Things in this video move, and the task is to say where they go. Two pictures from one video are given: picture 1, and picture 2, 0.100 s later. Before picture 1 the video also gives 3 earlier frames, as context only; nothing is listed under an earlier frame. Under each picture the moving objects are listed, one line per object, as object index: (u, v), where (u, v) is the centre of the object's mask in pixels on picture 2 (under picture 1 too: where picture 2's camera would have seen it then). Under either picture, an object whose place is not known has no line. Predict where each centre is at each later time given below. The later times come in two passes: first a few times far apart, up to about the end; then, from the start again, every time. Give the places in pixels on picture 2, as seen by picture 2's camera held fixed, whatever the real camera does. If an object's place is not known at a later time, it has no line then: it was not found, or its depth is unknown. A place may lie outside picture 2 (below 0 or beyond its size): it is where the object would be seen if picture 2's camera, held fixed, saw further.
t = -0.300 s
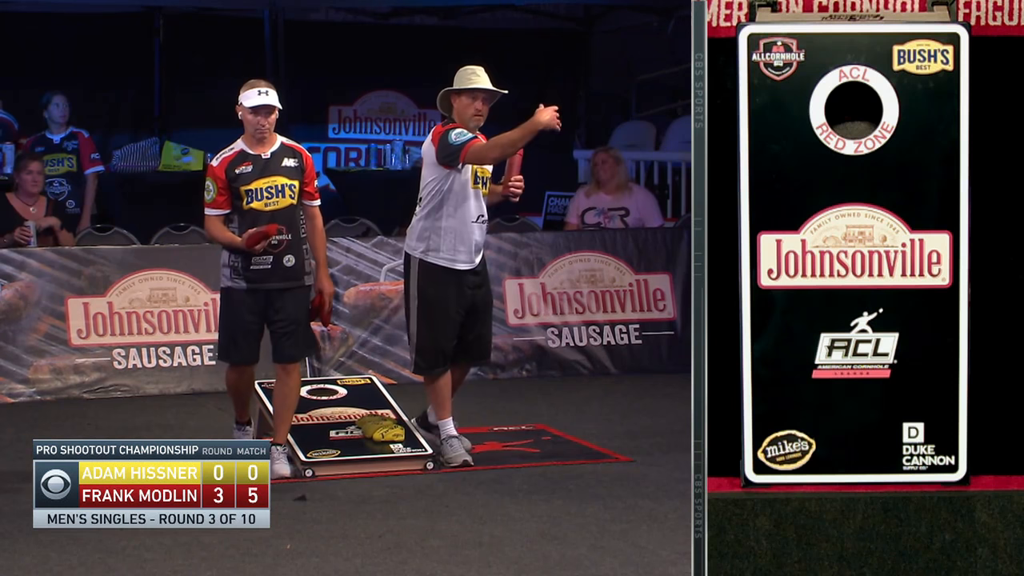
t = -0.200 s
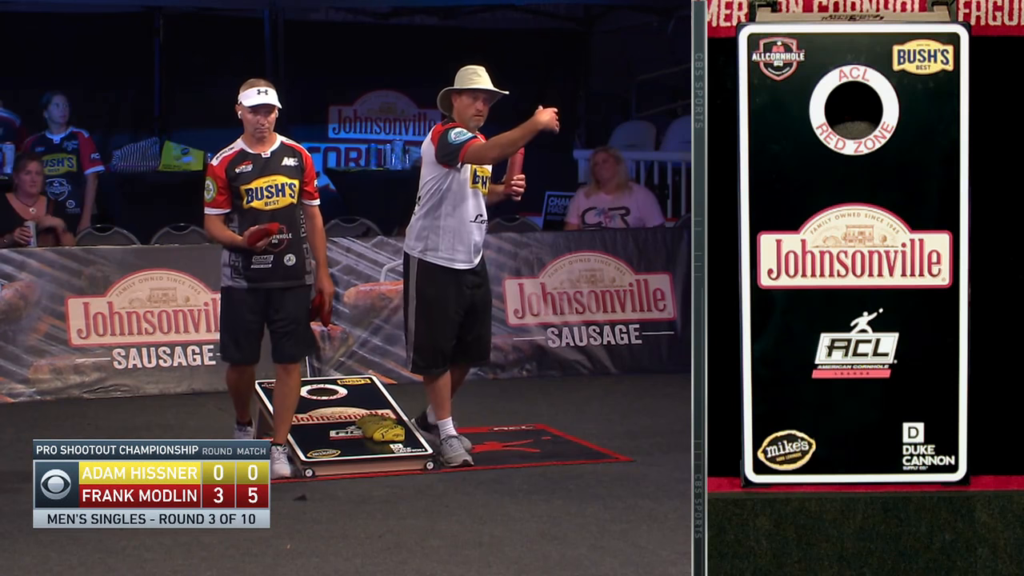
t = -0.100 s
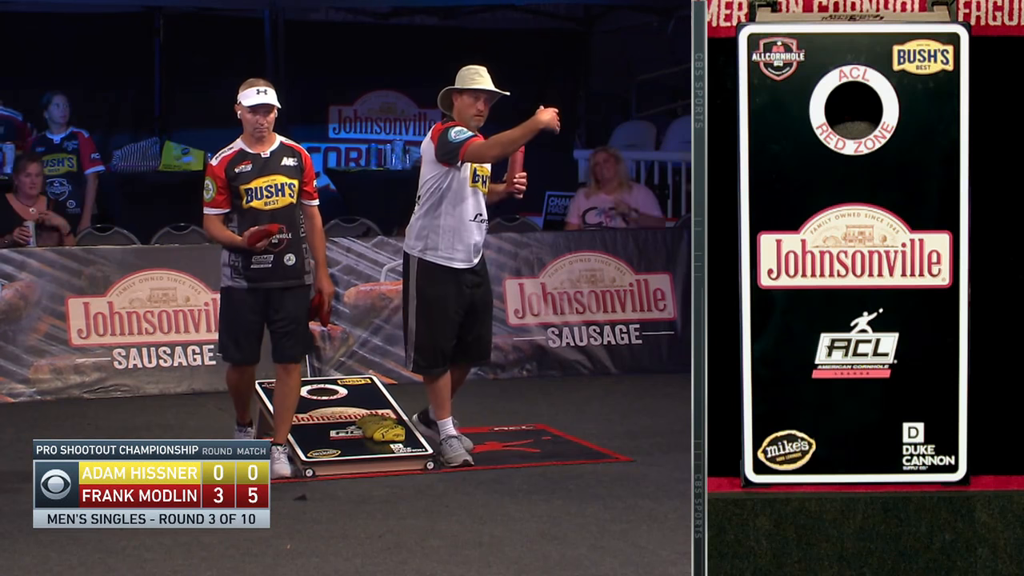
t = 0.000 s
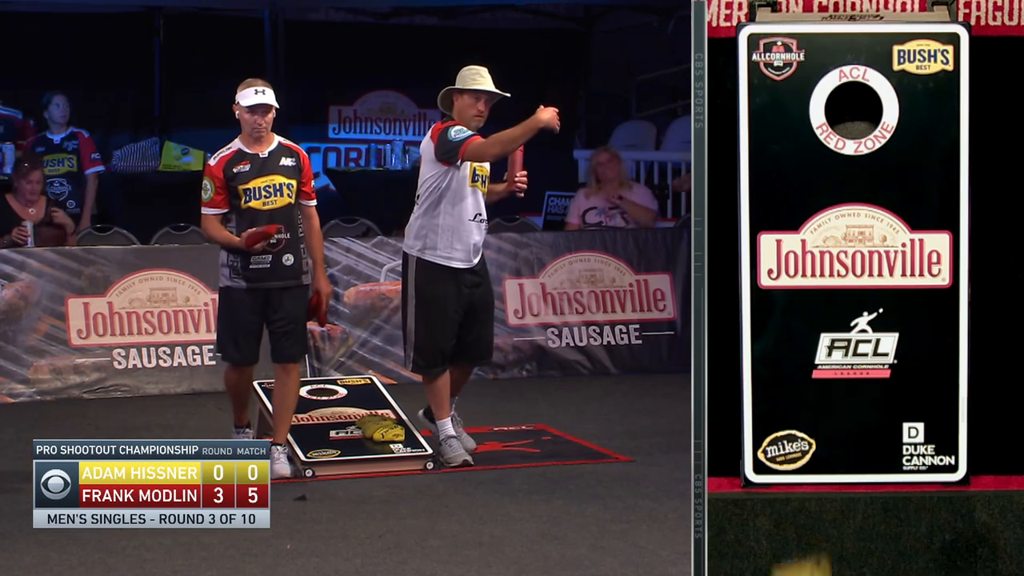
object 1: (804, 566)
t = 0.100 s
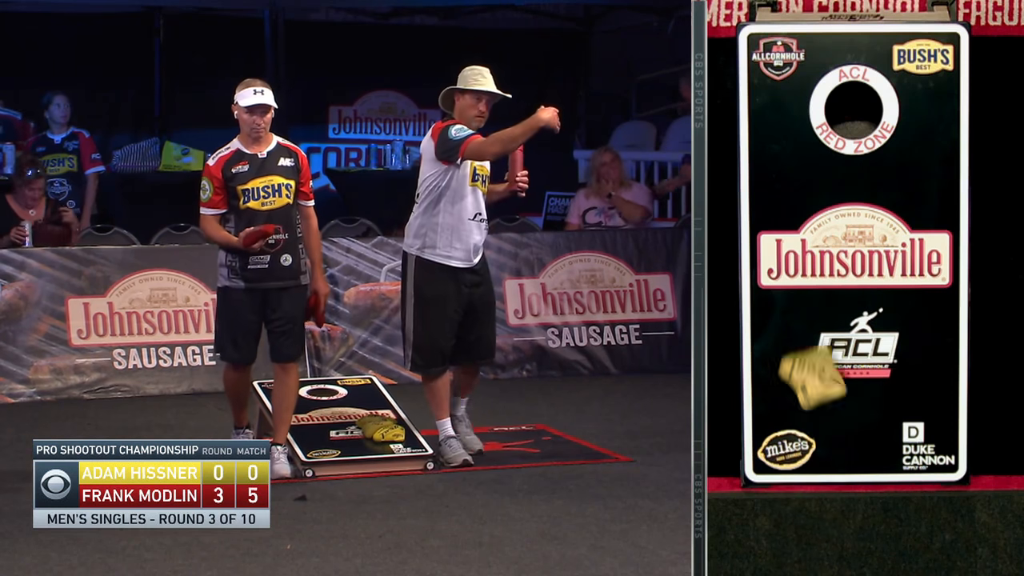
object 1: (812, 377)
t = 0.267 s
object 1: (816, 241)
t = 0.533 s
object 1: (818, 178)
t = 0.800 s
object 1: (818, 178)
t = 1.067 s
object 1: (818, 178)
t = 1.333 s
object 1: (818, 178)
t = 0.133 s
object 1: (812, 347)
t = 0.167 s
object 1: (813, 319)
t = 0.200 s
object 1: (815, 293)
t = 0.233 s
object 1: (816, 265)
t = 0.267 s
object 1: (816, 241)
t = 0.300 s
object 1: (817, 222)
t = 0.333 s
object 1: (817, 208)
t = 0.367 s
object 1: (818, 196)
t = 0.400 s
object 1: (818, 187)
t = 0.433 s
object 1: (818, 182)
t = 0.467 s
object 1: (818, 179)
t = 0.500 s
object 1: (818, 178)
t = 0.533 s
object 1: (818, 178)
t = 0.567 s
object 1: (818, 178)
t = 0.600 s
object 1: (818, 178)
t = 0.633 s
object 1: (818, 178)
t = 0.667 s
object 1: (818, 178)
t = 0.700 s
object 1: (818, 178)
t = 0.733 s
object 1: (818, 178)
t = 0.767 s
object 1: (818, 178)
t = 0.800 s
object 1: (818, 178)
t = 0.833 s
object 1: (818, 178)
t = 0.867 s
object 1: (818, 178)
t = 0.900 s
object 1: (818, 178)
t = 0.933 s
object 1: (818, 178)
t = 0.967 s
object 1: (818, 178)
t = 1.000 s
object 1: (818, 178)
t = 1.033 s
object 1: (818, 178)
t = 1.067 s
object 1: (818, 178)
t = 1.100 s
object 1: (818, 178)
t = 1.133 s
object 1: (818, 178)
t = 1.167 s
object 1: (818, 178)
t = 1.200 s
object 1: (818, 178)
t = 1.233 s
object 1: (818, 178)
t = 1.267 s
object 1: (818, 178)
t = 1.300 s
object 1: (818, 178)
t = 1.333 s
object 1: (818, 178)
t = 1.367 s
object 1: (818, 178)
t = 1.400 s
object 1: (818, 178)
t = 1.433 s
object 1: (818, 178)
